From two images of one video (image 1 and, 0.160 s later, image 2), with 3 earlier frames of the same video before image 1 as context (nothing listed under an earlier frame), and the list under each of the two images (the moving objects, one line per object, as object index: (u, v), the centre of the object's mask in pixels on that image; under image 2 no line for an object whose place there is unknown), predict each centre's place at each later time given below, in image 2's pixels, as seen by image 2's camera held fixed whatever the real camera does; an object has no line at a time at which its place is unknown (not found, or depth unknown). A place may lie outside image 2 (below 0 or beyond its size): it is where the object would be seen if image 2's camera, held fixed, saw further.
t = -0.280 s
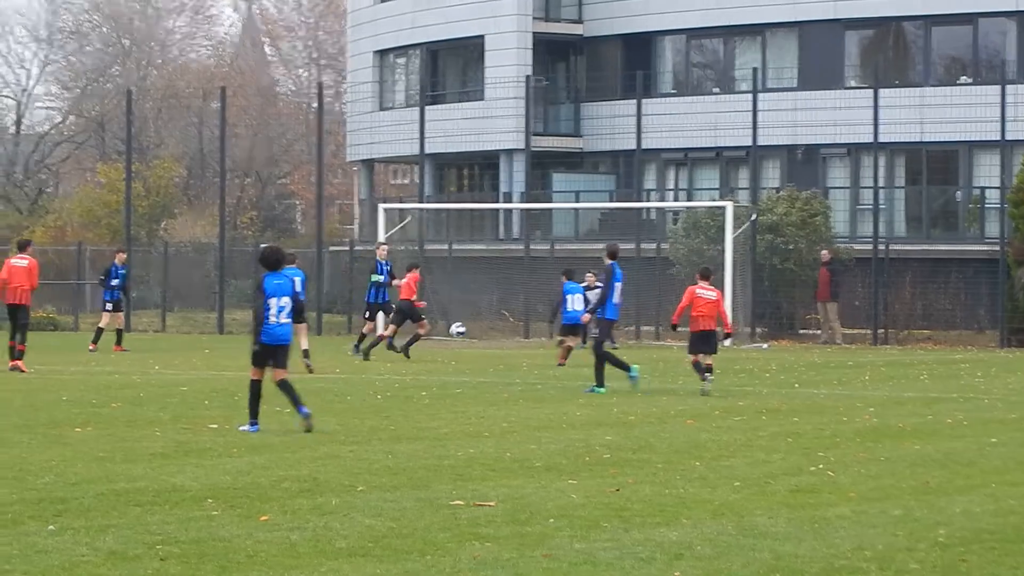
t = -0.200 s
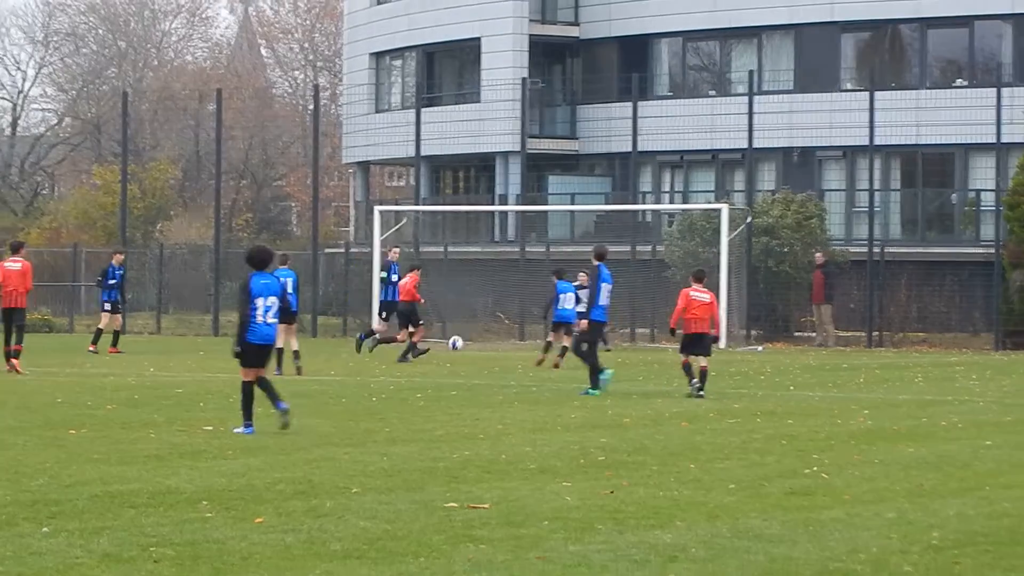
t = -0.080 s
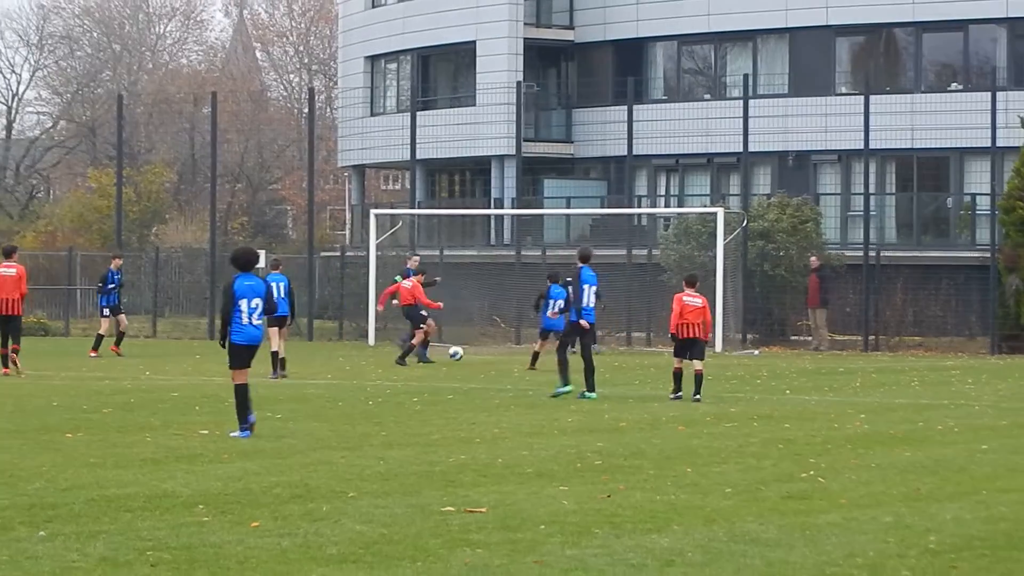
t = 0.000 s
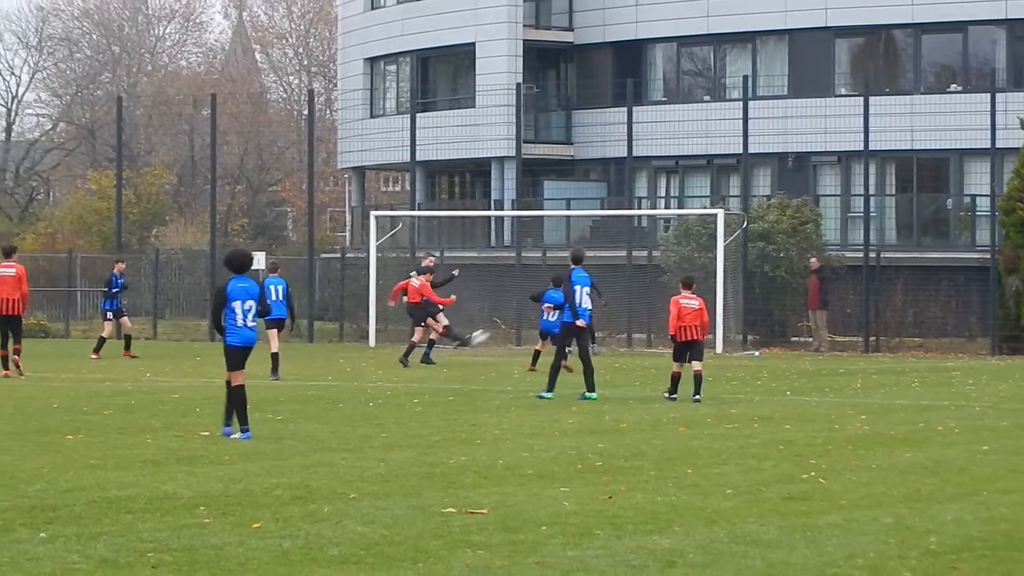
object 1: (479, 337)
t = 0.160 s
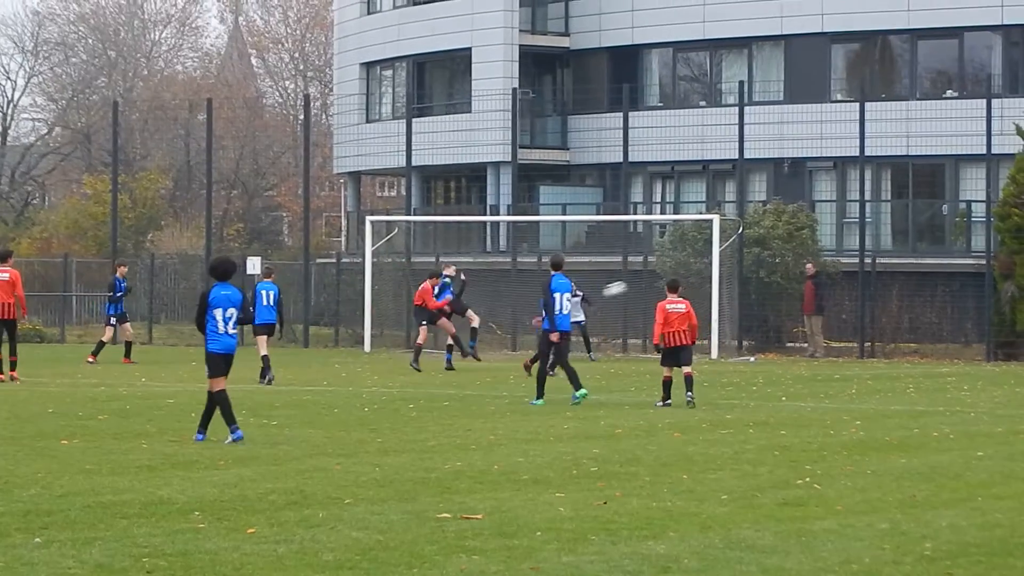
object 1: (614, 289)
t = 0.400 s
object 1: (823, 236)
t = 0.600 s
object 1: (992, 220)
